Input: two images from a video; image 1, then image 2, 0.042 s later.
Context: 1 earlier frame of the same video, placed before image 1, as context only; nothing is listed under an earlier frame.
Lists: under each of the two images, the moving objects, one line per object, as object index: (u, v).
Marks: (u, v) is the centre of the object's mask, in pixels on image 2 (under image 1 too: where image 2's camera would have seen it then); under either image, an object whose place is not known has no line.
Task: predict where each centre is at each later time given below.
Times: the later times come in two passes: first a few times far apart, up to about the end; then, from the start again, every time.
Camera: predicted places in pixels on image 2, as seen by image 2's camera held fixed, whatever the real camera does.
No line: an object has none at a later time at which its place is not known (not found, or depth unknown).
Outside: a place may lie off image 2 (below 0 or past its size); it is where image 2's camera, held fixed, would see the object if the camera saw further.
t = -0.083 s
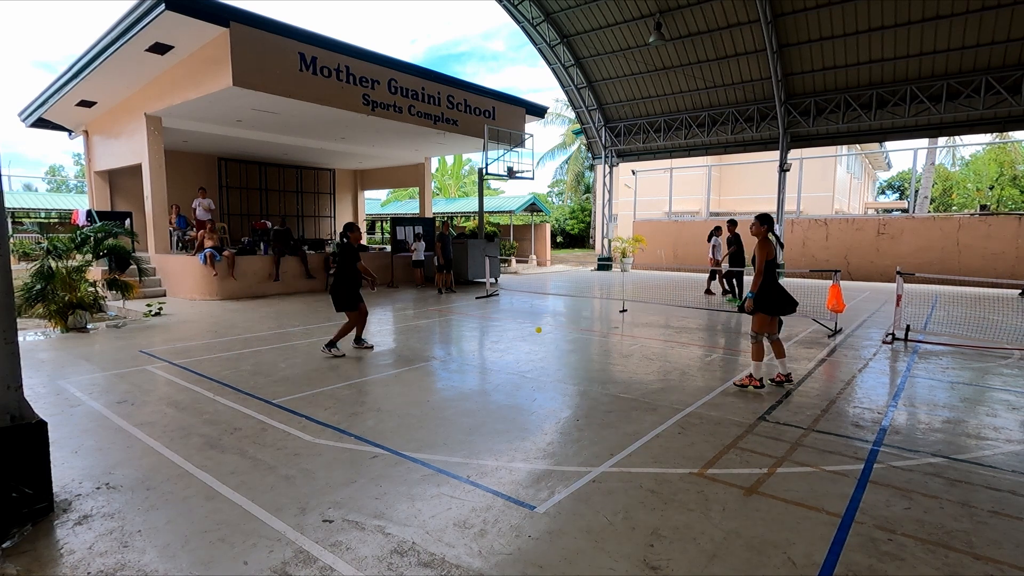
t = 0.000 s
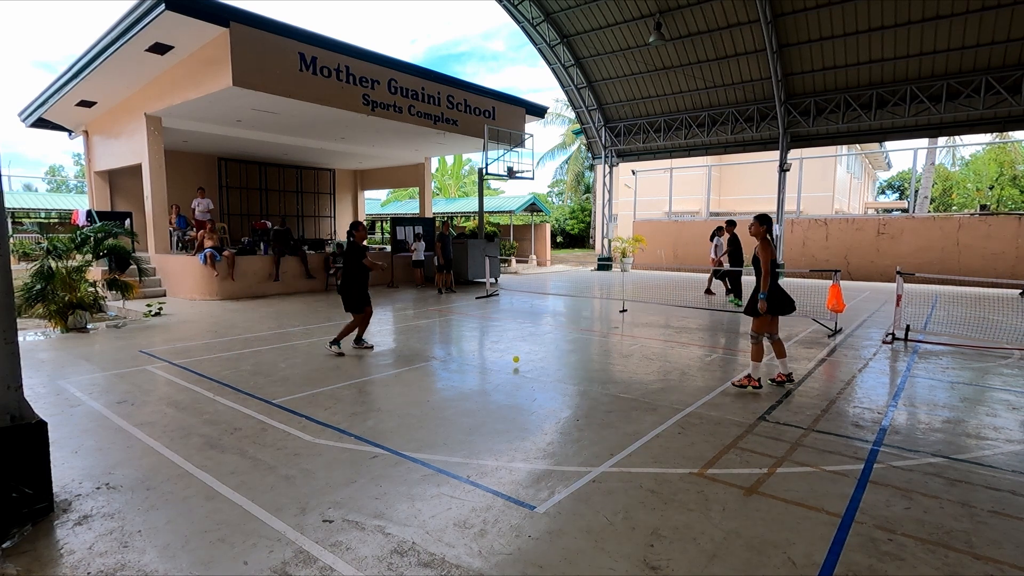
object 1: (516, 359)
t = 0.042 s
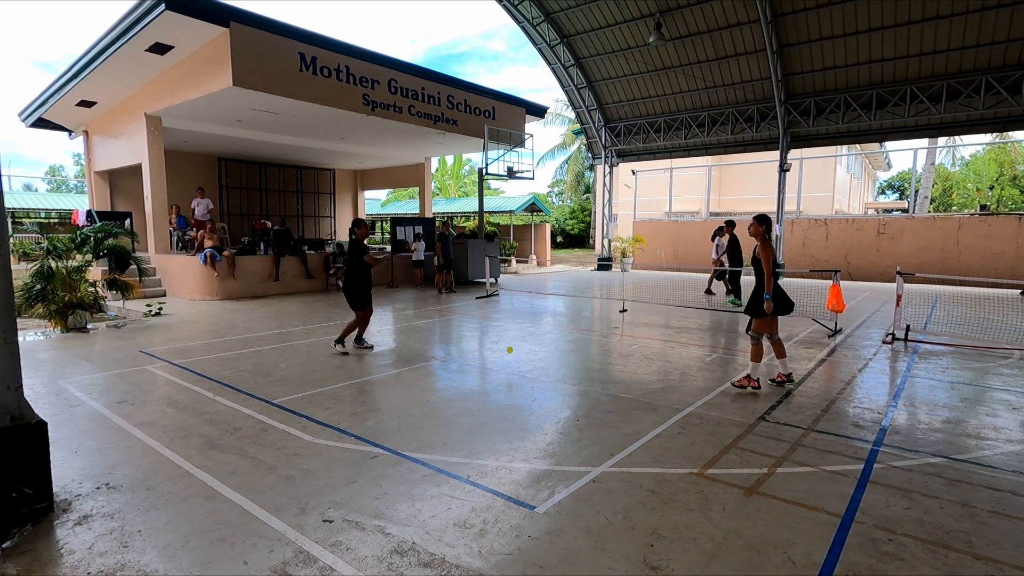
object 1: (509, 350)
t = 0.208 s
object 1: (483, 325)
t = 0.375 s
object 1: (454, 323)
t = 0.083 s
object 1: (503, 342)
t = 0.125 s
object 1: (496, 335)
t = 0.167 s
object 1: (490, 329)
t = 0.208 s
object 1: (483, 325)
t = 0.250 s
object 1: (476, 322)
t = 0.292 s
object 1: (469, 321)
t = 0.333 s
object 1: (461, 321)
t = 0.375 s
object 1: (454, 323)
